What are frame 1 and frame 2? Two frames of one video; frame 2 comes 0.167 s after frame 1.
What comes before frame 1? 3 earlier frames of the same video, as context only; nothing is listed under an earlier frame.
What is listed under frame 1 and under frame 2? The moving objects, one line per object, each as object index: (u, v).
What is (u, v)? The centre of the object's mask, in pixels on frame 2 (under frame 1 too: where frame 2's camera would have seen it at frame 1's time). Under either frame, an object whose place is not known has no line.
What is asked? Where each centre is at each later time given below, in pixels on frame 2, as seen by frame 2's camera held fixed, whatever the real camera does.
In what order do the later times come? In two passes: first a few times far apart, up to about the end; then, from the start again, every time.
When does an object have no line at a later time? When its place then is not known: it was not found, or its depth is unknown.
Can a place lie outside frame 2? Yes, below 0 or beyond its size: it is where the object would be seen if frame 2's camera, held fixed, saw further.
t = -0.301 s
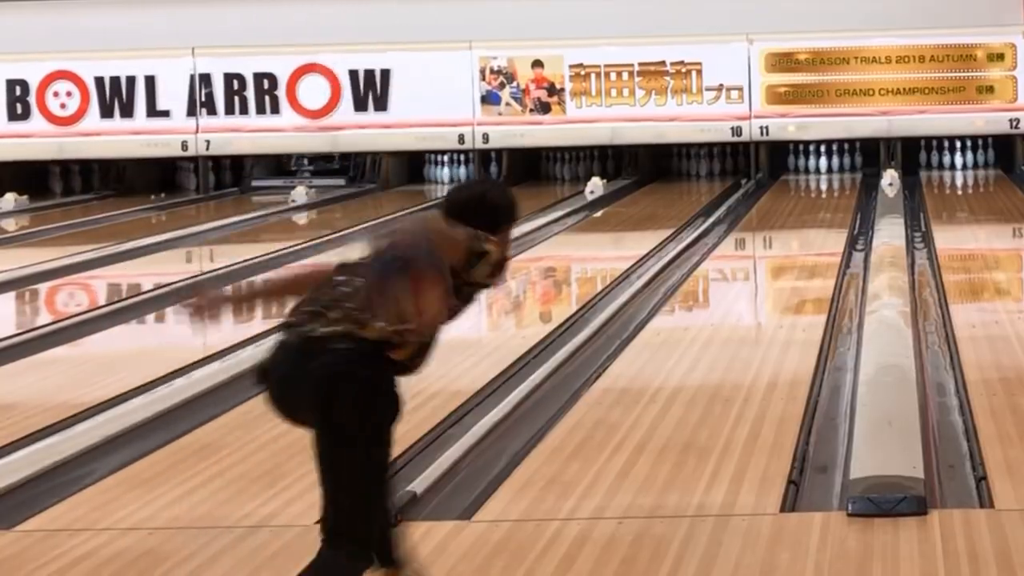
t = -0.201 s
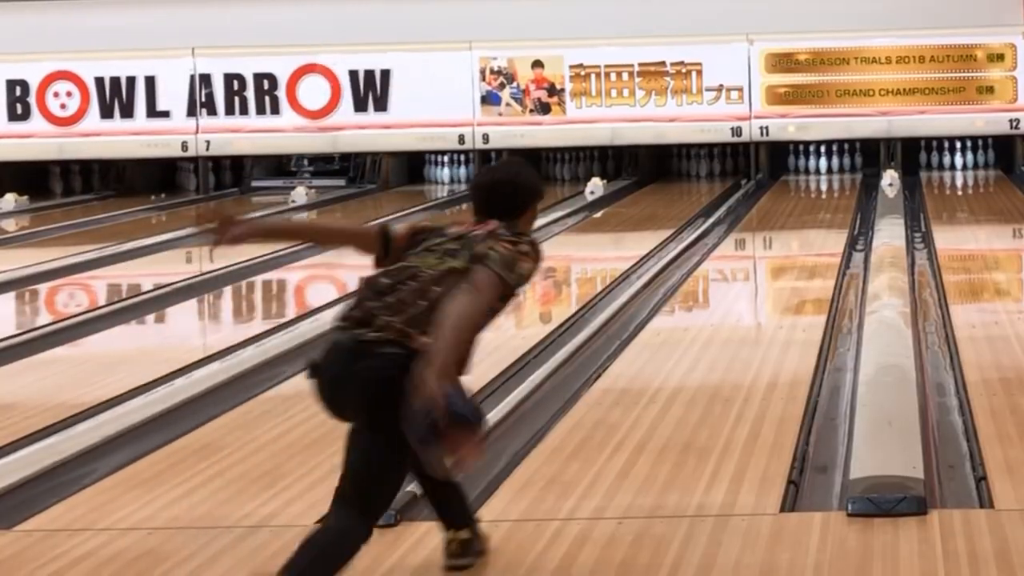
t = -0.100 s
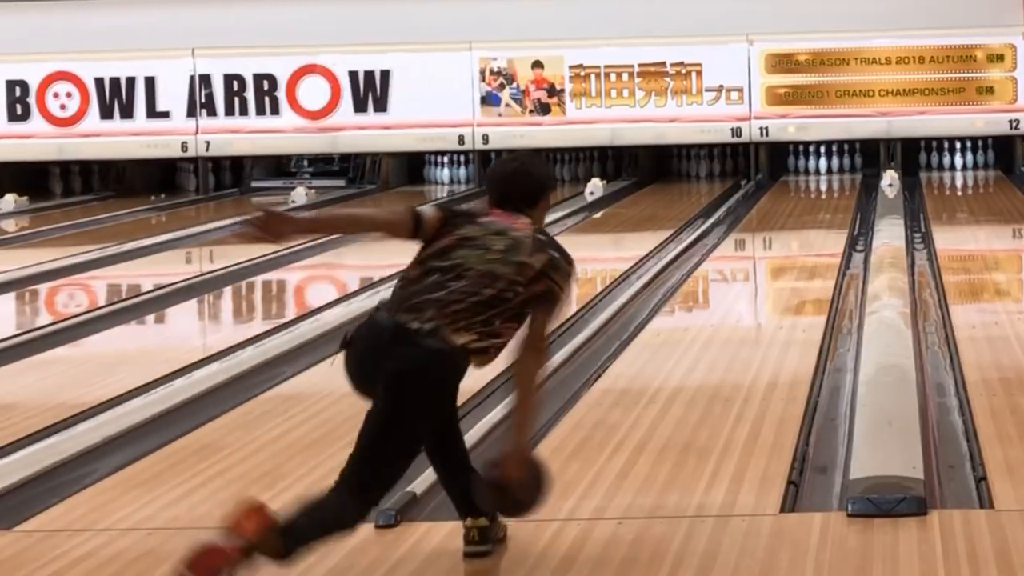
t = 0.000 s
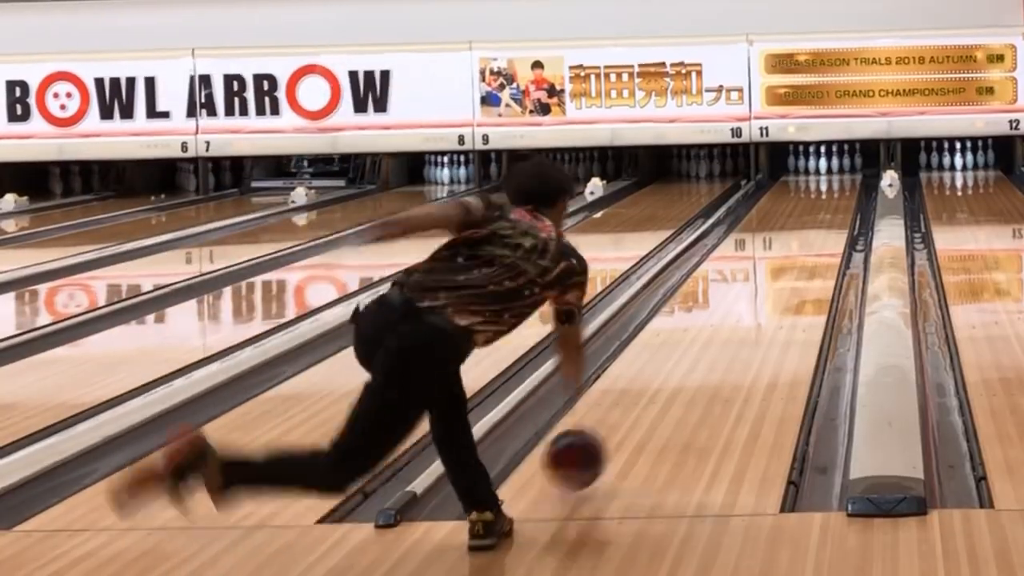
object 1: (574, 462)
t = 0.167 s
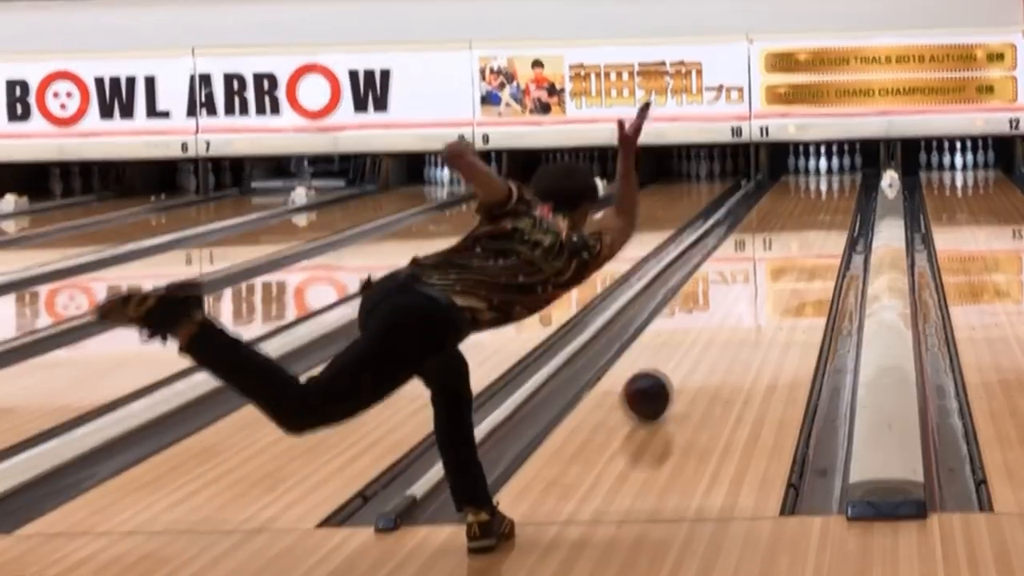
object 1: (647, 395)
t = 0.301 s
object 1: (687, 351)
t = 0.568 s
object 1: (743, 291)
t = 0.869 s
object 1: (783, 247)
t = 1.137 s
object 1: (808, 220)
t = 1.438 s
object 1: (828, 197)
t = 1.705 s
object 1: (840, 180)
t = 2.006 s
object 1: (850, 168)
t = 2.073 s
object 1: (852, 167)
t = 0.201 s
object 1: (658, 384)
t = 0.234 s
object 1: (669, 372)
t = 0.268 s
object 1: (678, 361)
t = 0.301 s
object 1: (687, 351)
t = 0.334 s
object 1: (696, 342)
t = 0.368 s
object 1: (704, 334)
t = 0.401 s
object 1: (711, 326)
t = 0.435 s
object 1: (718, 319)
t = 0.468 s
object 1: (725, 311)
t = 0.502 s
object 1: (731, 304)
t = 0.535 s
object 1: (738, 297)
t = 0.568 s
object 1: (743, 291)
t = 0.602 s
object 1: (748, 285)
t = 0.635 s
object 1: (754, 279)
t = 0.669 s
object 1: (758, 274)
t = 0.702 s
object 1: (763, 269)
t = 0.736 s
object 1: (768, 264)
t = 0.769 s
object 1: (772, 259)
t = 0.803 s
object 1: (776, 255)
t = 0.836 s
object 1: (779, 251)
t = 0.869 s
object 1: (783, 247)
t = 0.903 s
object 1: (787, 243)
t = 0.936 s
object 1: (790, 239)
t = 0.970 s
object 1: (794, 236)
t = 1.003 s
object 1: (796, 233)
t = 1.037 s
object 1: (800, 230)
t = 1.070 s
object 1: (802, 227)
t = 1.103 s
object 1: (805, 223)
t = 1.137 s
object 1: (808, 220)
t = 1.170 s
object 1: (810, 218)
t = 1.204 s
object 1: (813, 215)
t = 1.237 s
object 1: (815, 212)
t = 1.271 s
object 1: (817, 211)
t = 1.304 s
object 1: (819, 206)
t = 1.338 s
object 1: (821, 204)
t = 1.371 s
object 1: (823, 202)
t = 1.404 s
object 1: (825, 199)
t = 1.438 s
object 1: (828, 197)
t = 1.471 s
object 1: (828, 195)
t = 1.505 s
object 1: (830, 192)
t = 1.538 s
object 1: (830, 192)
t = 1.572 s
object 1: (834, 189)
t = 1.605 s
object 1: (836, 187)
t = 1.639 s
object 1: (837, 185)
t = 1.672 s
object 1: (838, 183)
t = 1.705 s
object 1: (840, 180)
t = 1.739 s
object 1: (841, 179)
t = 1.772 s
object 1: (842, 178)
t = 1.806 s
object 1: (844, 177)
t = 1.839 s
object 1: (845, 175)
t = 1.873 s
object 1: (846, 174)
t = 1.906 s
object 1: (847, 171)
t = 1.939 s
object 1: (848, 171)
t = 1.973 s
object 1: (850, 169)
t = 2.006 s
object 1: (850, 168)
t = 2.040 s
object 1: (850, 167)
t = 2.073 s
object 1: (852, 167)
